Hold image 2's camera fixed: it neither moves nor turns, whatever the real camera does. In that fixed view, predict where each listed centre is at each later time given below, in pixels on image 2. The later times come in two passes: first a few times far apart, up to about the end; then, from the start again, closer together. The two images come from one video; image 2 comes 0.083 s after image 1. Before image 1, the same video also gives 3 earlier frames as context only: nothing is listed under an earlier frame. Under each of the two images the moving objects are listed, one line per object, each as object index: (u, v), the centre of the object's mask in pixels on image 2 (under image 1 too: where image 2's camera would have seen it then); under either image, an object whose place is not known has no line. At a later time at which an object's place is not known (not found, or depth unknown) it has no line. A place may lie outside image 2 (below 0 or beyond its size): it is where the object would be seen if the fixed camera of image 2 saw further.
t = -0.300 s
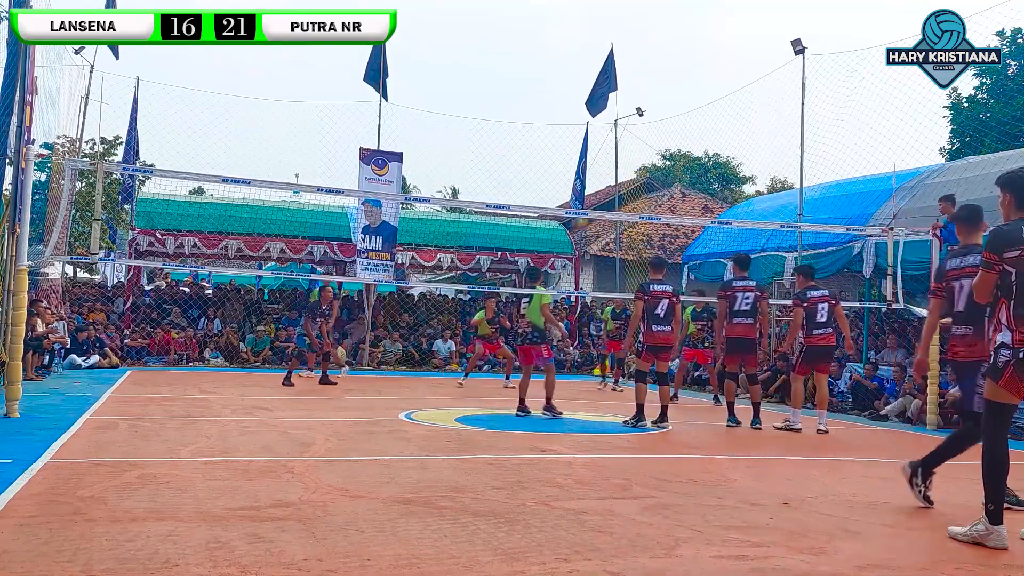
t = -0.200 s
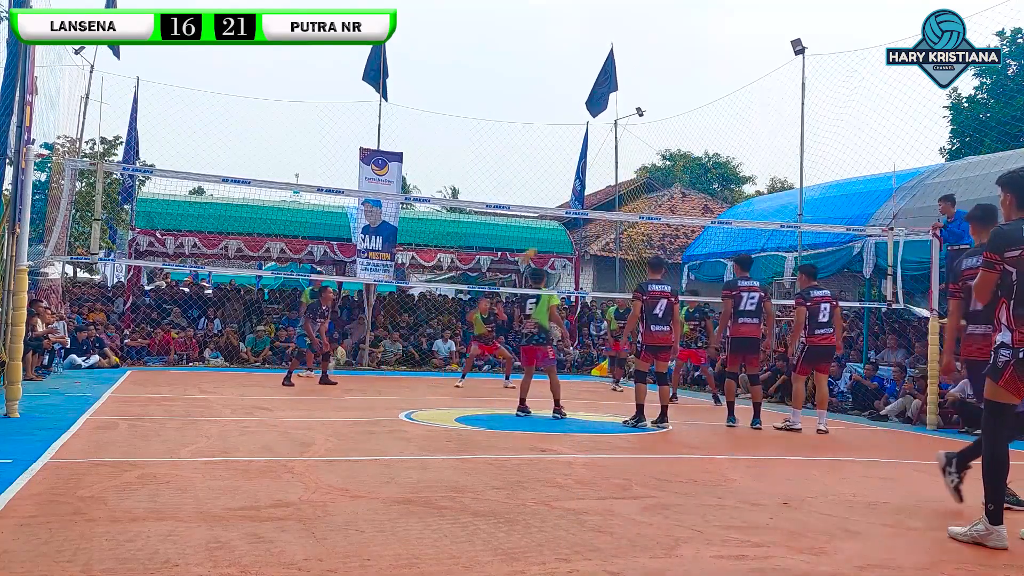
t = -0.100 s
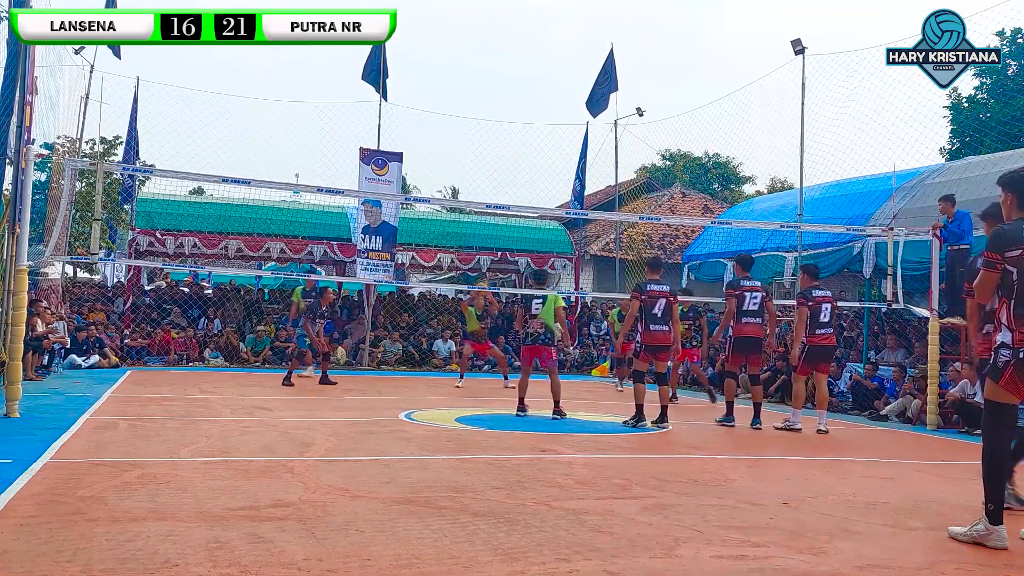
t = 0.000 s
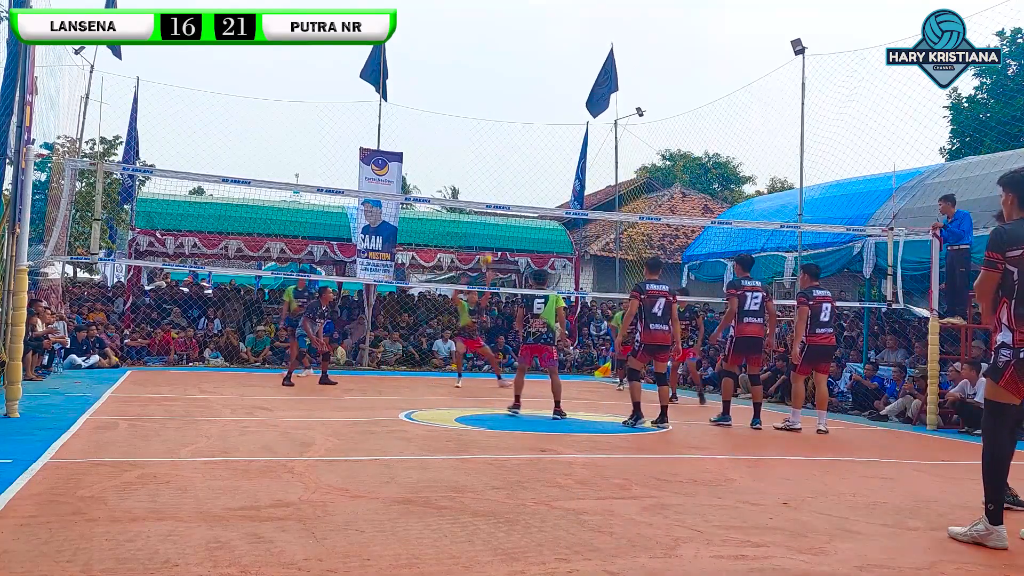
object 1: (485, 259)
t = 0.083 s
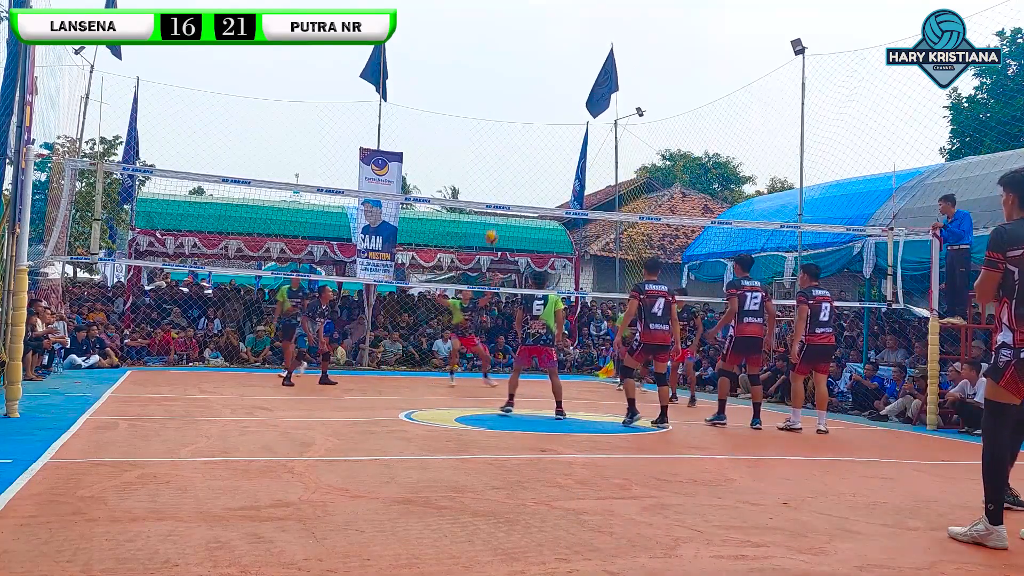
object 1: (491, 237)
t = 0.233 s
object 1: (501, 201)
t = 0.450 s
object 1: (514, 182)
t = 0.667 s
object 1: (527, 188)
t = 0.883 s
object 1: (539, 230)
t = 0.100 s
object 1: (492, 232)
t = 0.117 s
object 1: (493, 229)
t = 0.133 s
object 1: (494, 225)
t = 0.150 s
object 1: (496, 221)
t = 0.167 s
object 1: (496, 218)
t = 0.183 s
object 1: (497, 216)
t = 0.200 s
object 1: (498, 214)
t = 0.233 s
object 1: (501, 201)
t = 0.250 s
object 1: (502, 200)
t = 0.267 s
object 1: (503, 198)
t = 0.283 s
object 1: (503, 197)
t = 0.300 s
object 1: (504, 194)
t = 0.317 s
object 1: (506, 193)
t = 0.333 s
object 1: (507, 191)
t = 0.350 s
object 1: (508, 189)
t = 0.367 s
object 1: (509, 187)
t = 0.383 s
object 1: (510, 186)
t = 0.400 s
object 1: (511, 184)
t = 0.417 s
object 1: (512, 183)
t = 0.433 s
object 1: (513, 182)
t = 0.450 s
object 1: (514, 182)
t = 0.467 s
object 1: (515, 181)
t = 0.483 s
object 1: (516, 181)
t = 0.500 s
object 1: (517, 180)
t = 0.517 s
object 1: (518, 180)
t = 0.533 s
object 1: (519, 181)
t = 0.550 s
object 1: (520, 181)
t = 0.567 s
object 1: (521, 181)
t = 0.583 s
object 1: (522, 182)
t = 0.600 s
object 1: (523, 183)
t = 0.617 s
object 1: (524, 184)
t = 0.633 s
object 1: (525, 185)
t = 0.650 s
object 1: (526, 187)
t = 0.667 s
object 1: (527, 188)
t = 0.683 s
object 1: (528, 190)
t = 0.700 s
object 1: (529, 193)
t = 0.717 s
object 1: (530, 195)
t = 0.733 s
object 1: (531, 197)
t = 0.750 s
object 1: (532, 199)
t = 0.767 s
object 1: (533, 201)
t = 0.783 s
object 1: (534, 202)
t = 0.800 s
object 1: (535, 204)
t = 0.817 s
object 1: (537, 216)
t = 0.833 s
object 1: (538, 219)
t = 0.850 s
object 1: (538, 221)
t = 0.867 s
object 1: (539, 225)
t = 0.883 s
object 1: (539, 230)
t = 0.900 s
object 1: (540, 234)
